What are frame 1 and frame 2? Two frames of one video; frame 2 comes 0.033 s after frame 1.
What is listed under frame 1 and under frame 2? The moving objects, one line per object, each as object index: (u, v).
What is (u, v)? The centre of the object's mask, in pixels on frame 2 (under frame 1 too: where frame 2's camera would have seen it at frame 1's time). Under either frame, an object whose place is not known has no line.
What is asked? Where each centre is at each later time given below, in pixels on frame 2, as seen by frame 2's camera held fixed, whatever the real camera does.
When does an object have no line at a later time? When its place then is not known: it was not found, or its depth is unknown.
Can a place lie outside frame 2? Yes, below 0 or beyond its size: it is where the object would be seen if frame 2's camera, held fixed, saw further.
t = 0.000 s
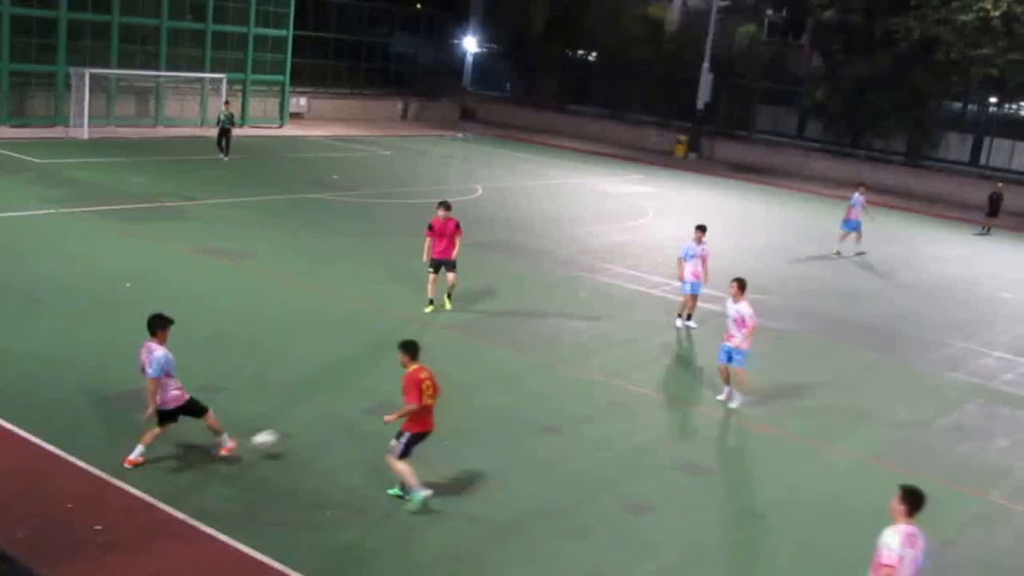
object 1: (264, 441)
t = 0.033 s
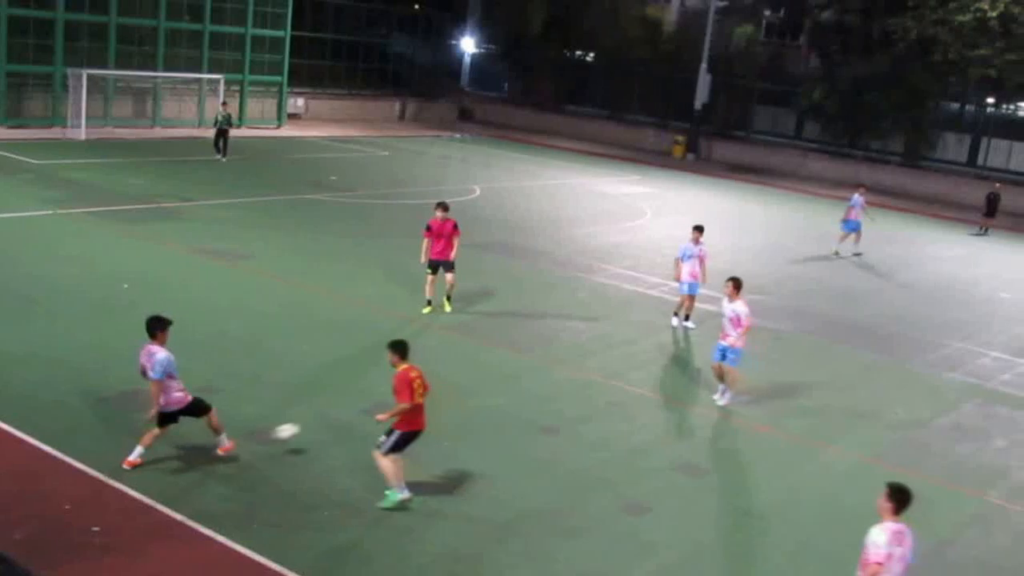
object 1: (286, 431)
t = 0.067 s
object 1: (310, 424)
